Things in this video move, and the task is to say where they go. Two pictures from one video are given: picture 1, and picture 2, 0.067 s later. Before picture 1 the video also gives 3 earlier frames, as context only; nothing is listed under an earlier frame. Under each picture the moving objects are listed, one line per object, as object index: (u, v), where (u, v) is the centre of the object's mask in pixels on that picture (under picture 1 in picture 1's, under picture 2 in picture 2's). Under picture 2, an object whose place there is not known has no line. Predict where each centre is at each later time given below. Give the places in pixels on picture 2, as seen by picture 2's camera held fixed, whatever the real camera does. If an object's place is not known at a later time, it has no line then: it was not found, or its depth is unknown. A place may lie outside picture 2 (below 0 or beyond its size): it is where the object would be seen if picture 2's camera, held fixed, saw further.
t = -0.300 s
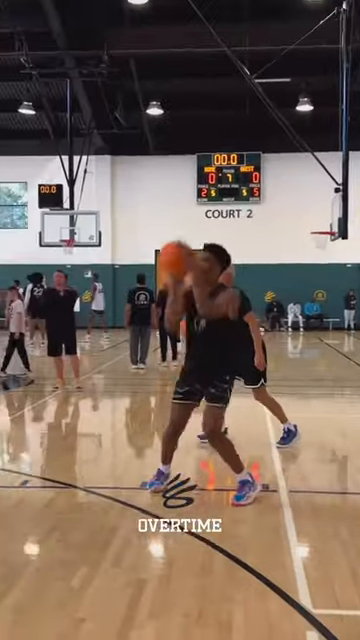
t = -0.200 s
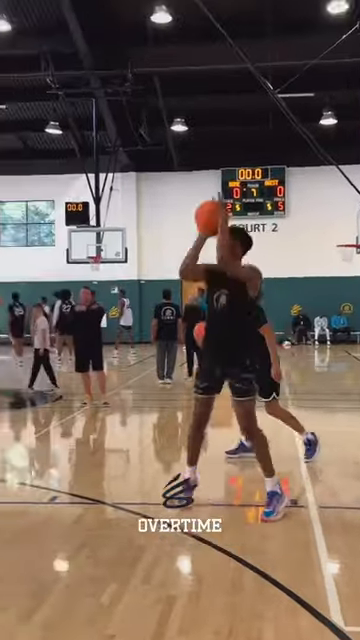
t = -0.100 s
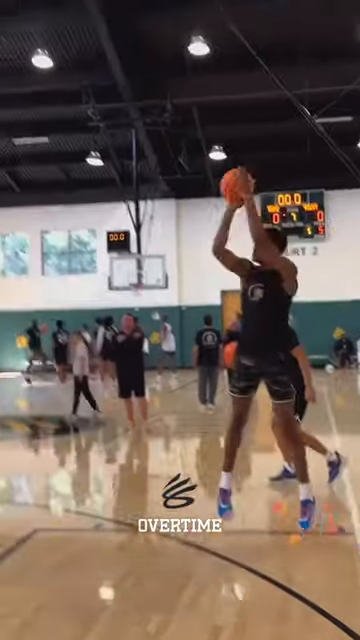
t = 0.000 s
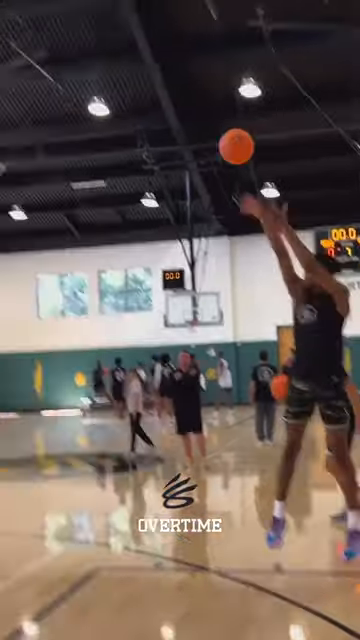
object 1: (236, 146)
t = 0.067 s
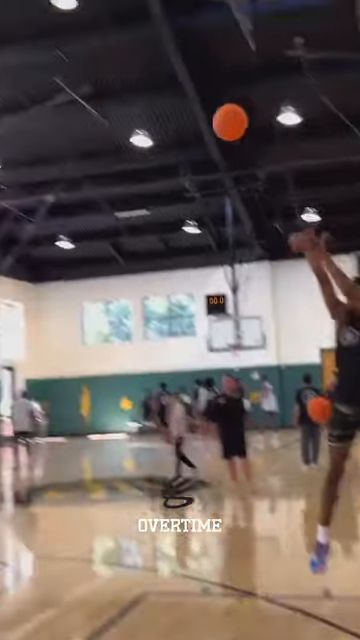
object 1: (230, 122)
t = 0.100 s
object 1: (205, 97)
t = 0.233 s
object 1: (105, 10)
